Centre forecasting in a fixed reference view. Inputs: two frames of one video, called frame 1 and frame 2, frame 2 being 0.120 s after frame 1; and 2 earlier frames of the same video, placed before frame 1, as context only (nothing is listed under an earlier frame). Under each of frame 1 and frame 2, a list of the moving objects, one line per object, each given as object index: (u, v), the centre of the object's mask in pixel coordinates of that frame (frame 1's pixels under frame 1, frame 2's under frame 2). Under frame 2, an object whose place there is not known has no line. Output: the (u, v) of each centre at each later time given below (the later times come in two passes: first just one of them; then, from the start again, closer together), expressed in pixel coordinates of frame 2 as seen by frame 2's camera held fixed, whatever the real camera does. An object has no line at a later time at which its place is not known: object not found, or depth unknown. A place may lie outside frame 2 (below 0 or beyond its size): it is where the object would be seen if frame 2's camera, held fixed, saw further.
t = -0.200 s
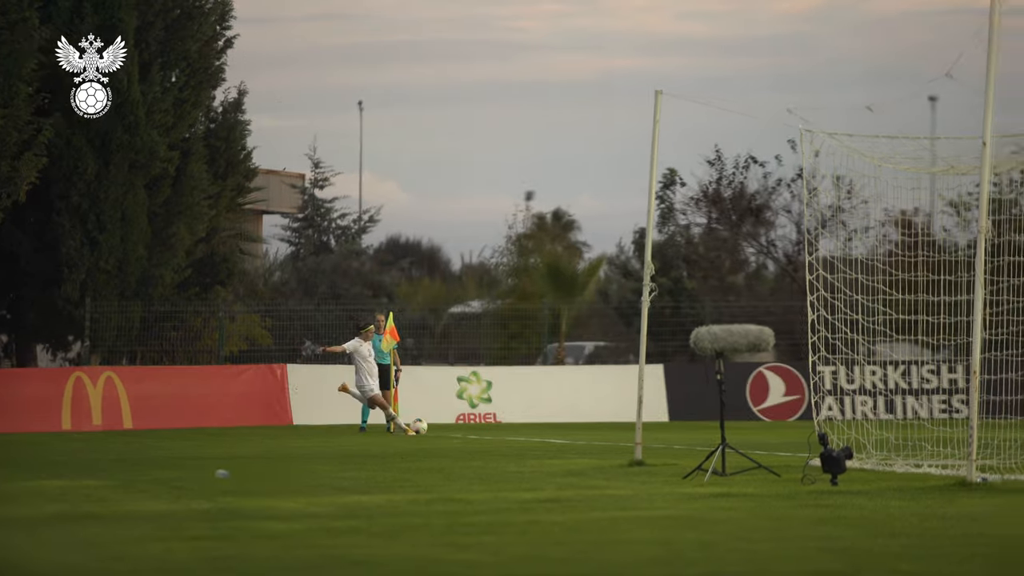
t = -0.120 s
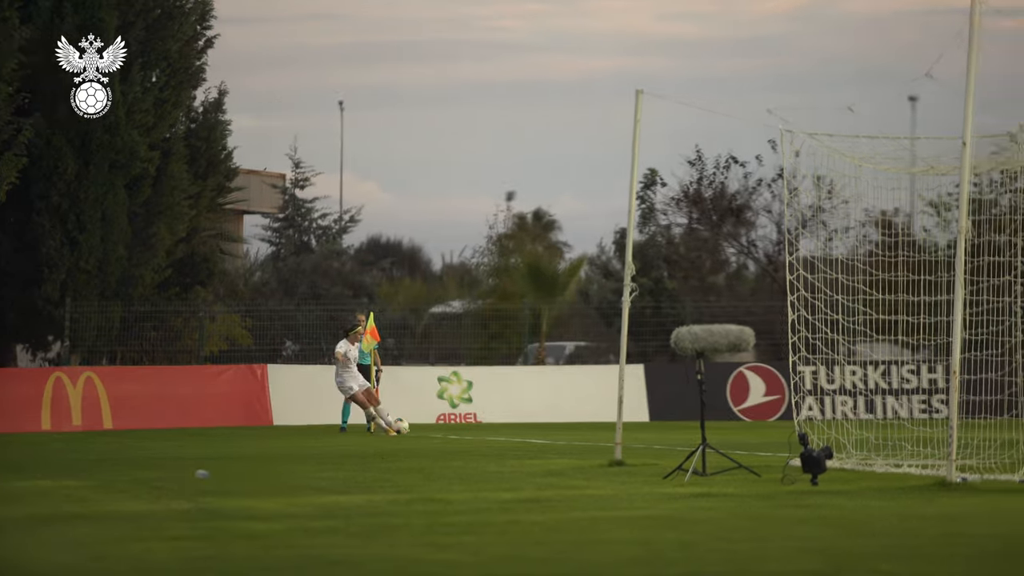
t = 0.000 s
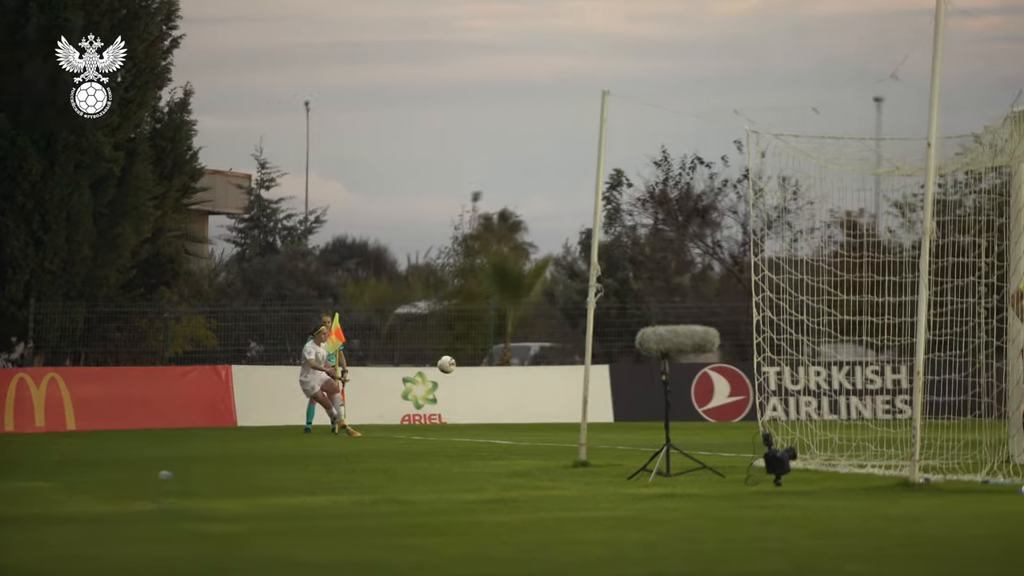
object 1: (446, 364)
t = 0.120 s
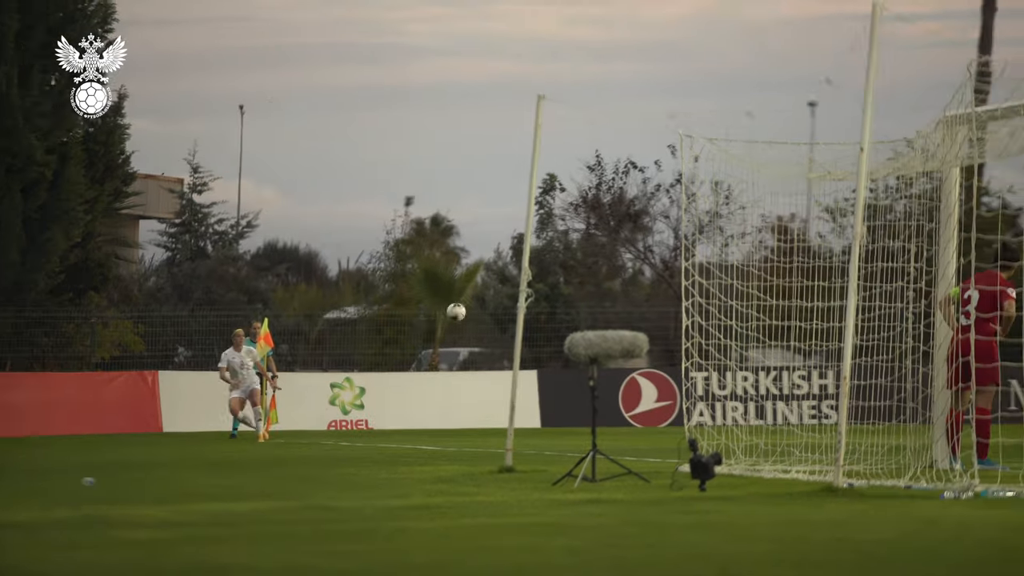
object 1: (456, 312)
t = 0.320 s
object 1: (580, 226)
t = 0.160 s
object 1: (482, 293)
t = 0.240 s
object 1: (533, 258)
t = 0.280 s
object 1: (556, 242)
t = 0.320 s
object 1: (580, 226)
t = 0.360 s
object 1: (603, 210)
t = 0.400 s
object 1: (625, 196)
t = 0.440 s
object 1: (646, 184)
